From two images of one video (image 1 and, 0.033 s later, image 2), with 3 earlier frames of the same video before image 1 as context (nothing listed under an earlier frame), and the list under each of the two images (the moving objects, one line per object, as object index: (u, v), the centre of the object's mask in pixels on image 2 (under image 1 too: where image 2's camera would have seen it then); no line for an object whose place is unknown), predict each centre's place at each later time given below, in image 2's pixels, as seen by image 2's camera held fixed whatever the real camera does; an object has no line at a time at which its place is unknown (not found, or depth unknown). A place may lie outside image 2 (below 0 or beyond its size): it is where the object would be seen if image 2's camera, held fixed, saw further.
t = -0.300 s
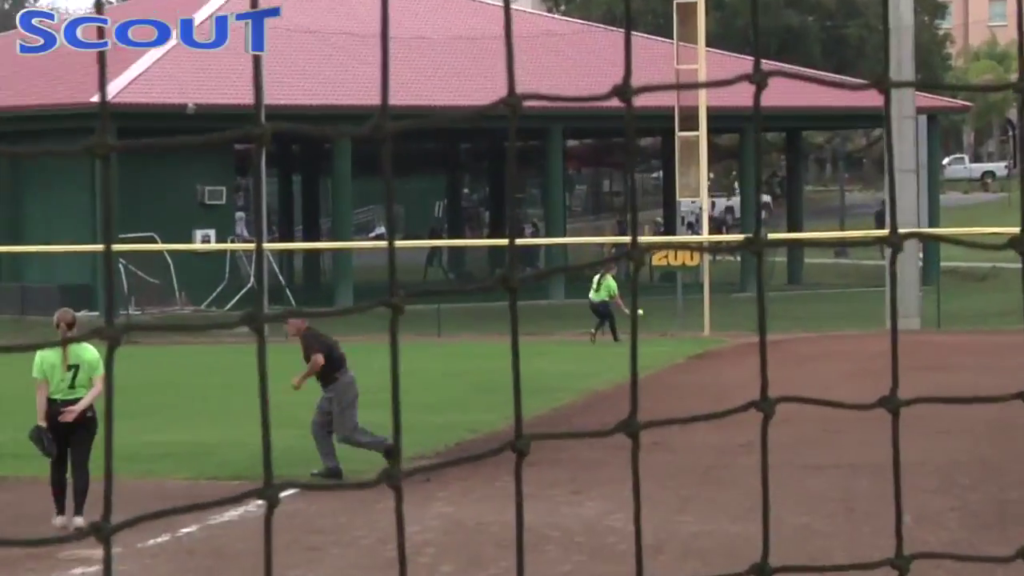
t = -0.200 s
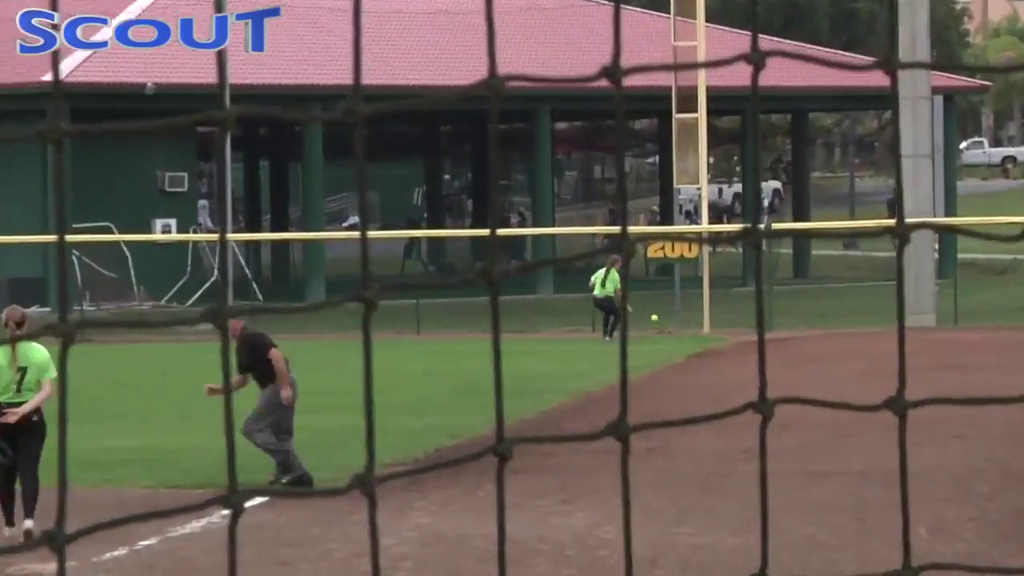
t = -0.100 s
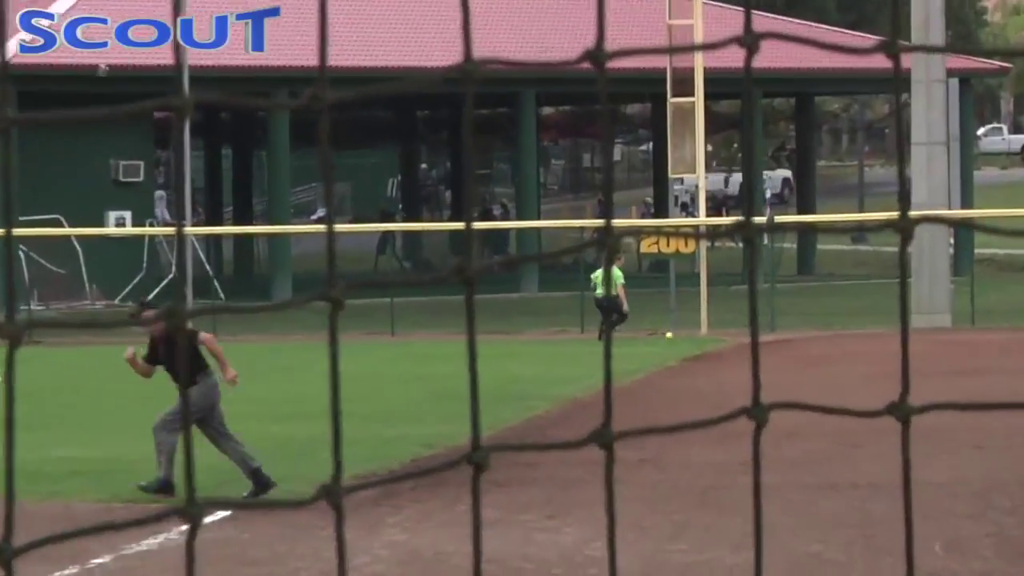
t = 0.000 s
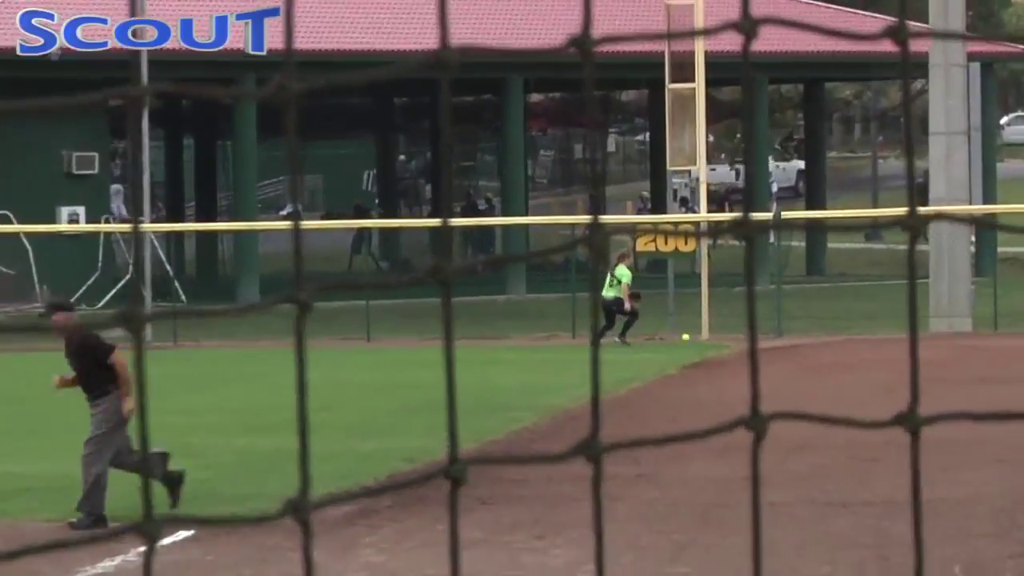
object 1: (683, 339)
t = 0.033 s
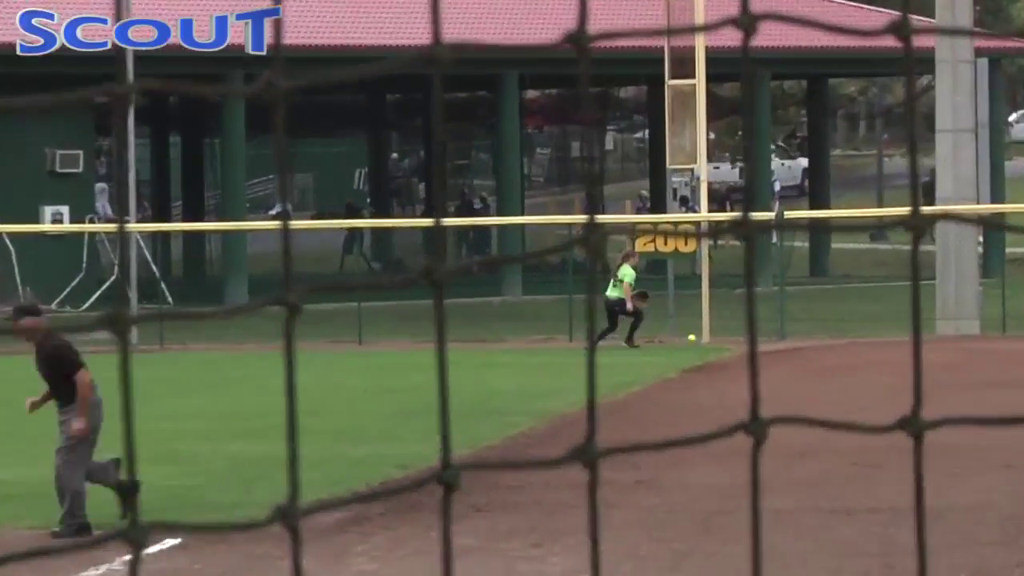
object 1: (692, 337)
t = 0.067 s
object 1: (700, 336)
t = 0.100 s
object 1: (707, 336)
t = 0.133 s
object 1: (715, 336)
